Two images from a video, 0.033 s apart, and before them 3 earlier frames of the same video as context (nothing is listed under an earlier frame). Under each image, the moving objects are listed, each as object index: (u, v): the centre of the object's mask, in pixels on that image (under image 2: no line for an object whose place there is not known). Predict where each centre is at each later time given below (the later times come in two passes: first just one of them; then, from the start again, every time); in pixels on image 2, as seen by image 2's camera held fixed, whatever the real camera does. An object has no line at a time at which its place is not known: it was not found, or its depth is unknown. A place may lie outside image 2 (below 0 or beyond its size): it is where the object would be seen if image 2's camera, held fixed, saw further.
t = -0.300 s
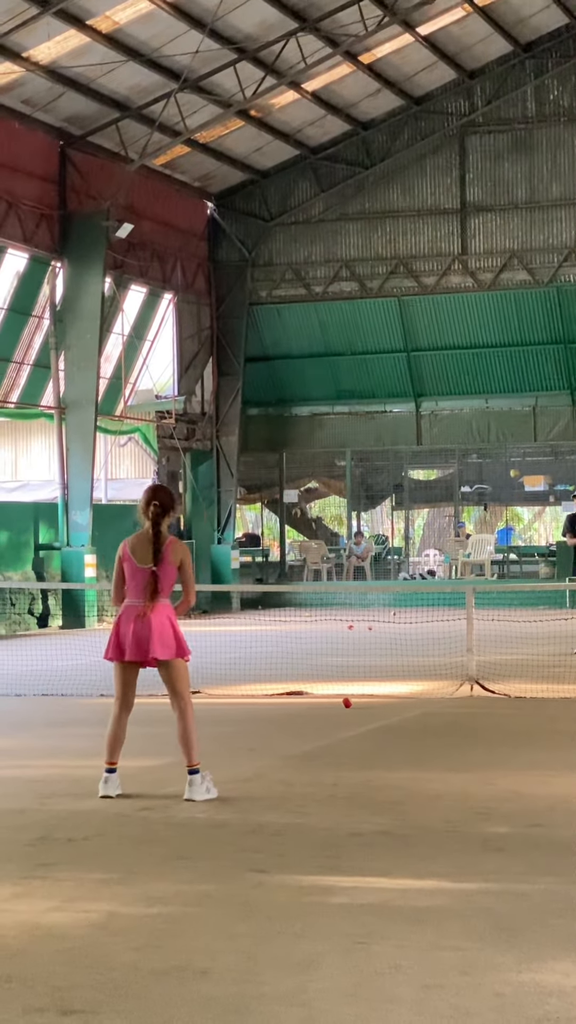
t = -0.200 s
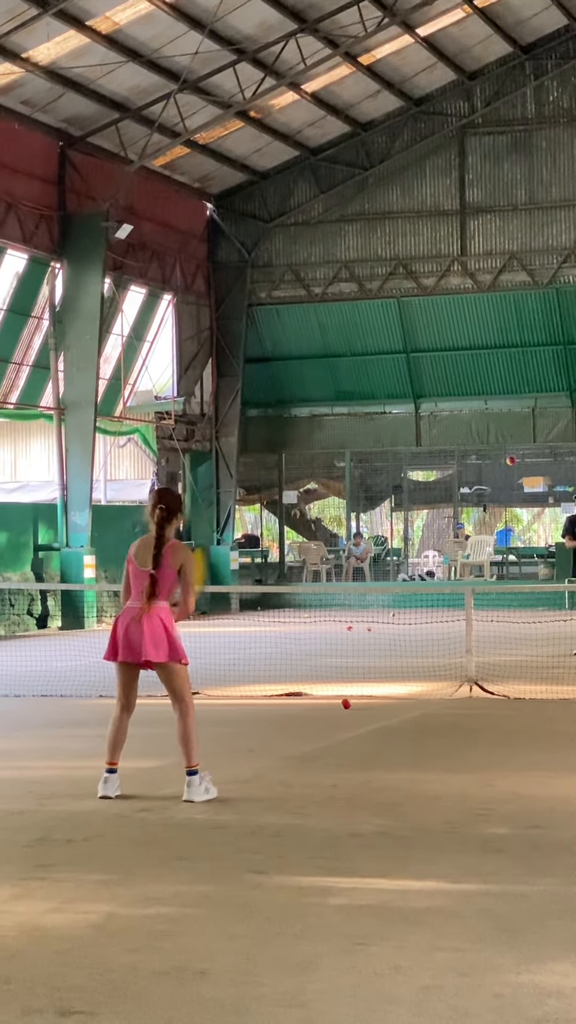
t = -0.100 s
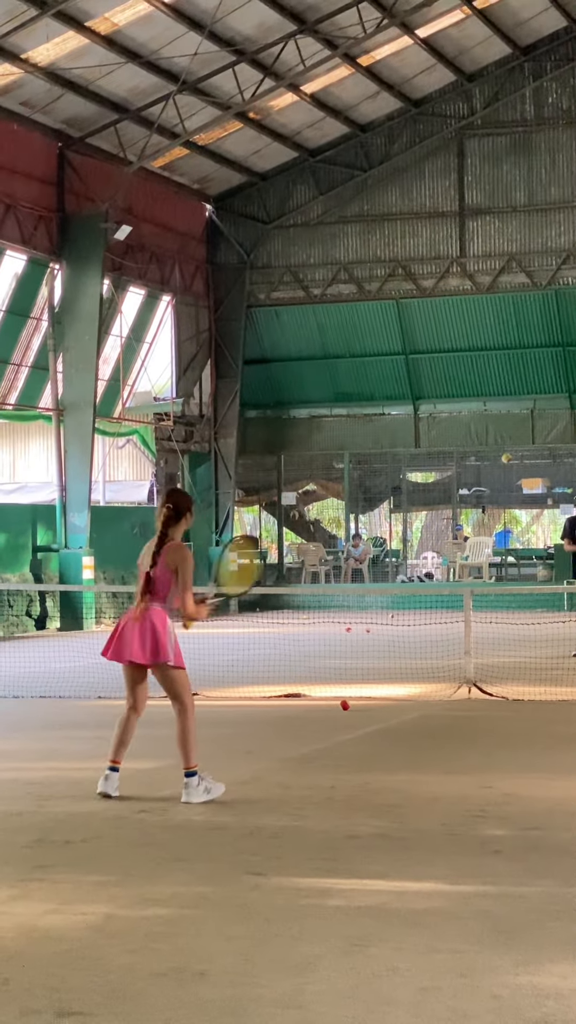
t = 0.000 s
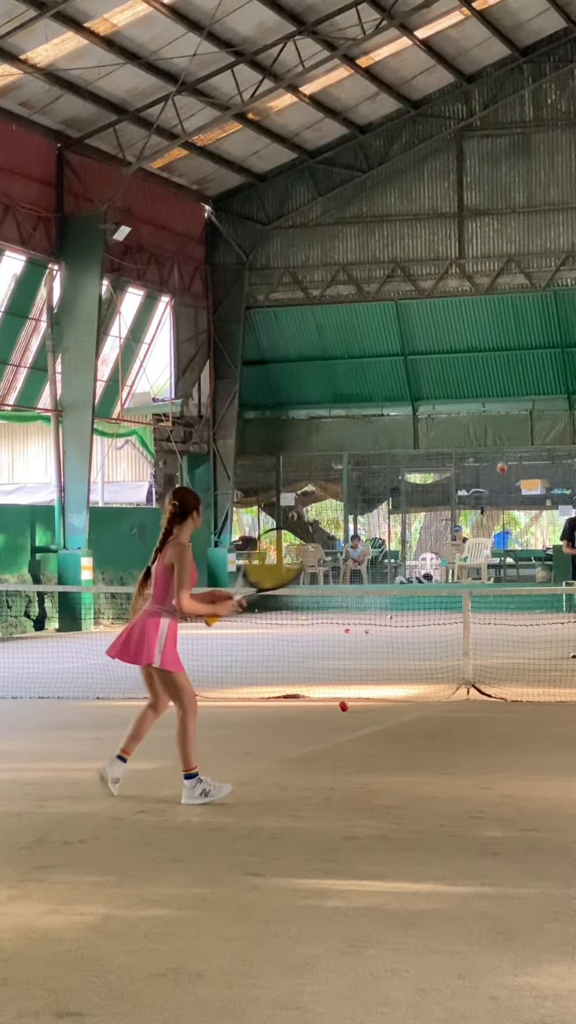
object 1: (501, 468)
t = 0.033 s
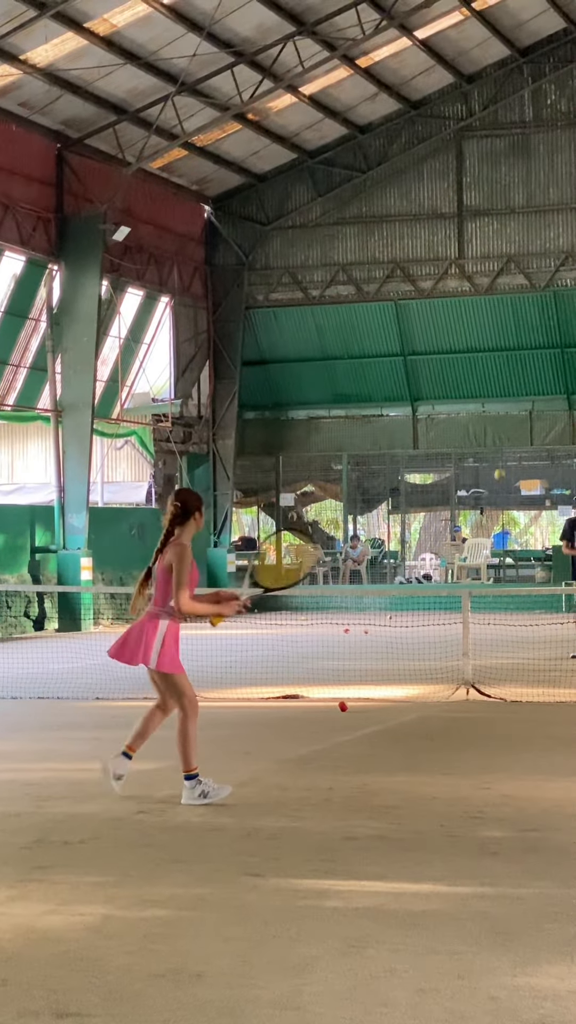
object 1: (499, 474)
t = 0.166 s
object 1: (494, 516)
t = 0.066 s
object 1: (497, 482)
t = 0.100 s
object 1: (495, 492)
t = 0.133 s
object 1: (493, 505)
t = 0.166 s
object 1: (494, 516)
